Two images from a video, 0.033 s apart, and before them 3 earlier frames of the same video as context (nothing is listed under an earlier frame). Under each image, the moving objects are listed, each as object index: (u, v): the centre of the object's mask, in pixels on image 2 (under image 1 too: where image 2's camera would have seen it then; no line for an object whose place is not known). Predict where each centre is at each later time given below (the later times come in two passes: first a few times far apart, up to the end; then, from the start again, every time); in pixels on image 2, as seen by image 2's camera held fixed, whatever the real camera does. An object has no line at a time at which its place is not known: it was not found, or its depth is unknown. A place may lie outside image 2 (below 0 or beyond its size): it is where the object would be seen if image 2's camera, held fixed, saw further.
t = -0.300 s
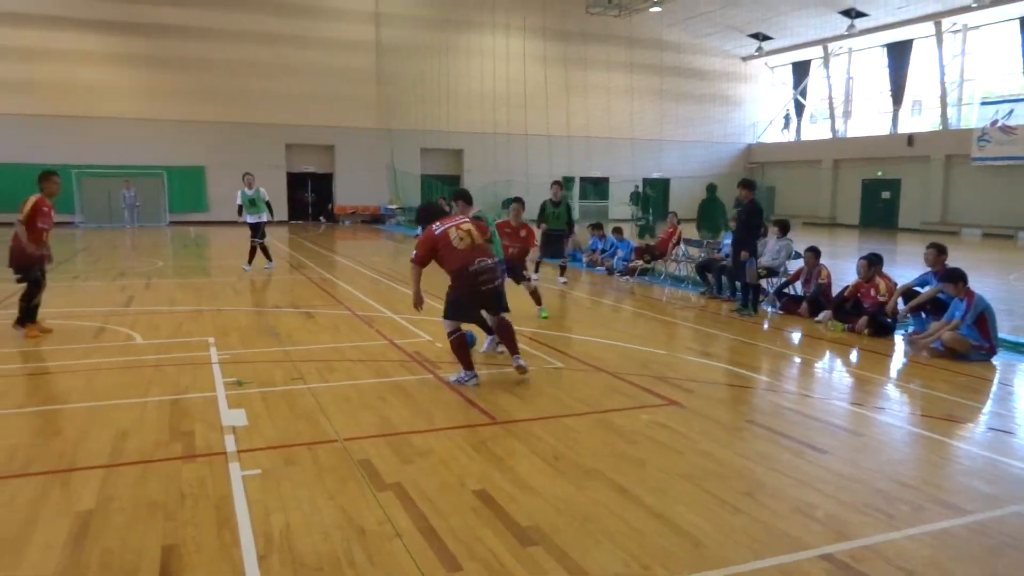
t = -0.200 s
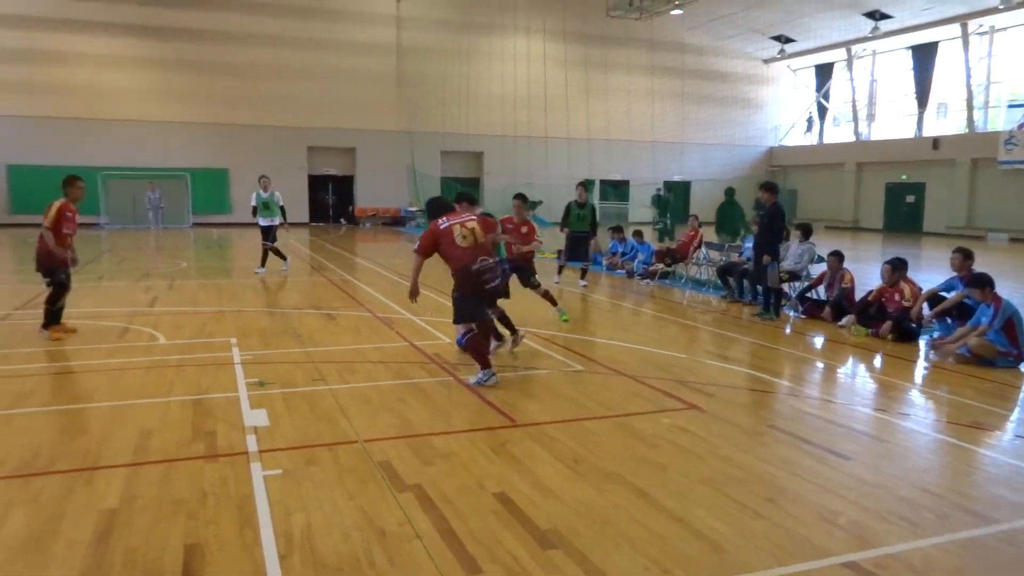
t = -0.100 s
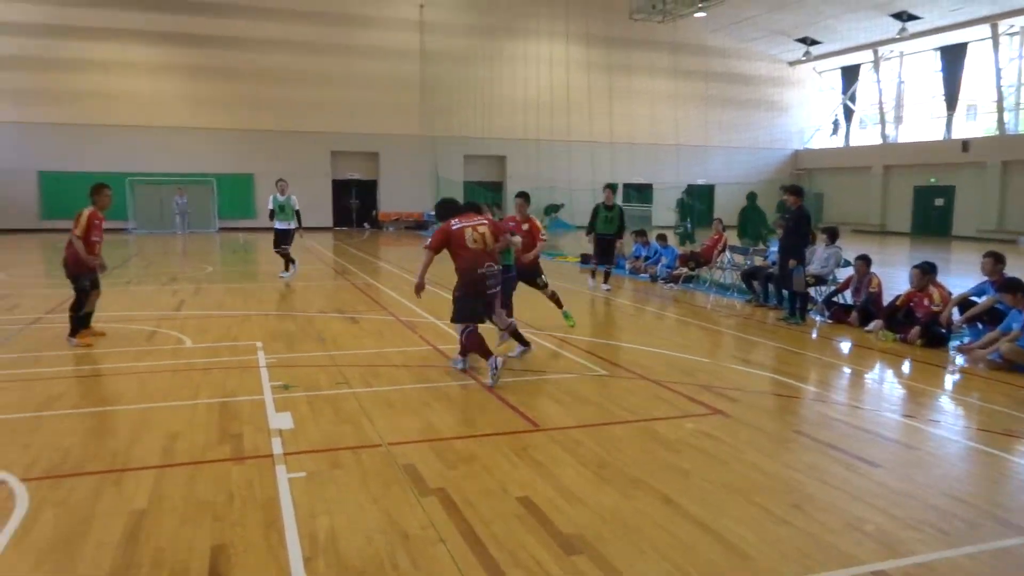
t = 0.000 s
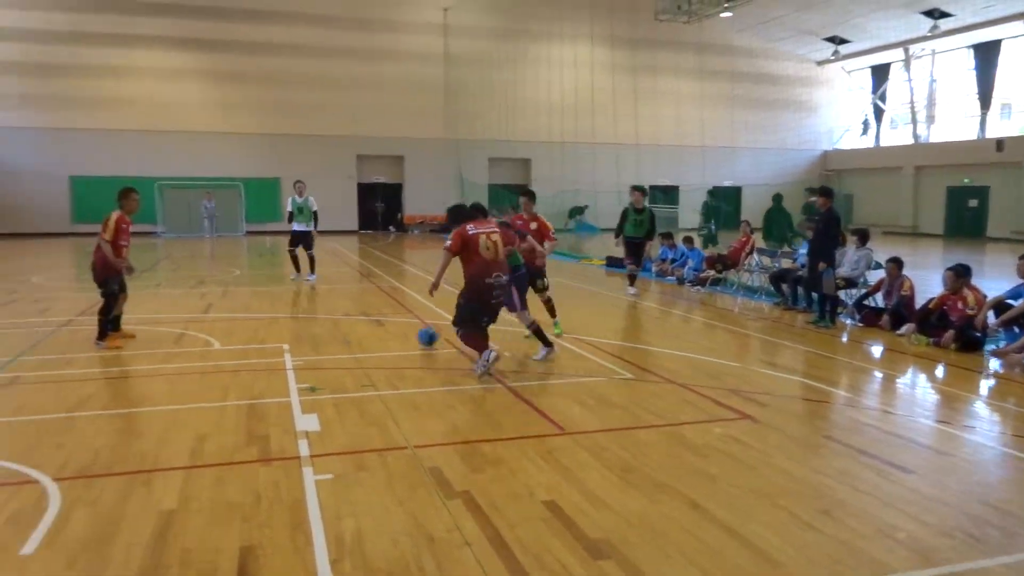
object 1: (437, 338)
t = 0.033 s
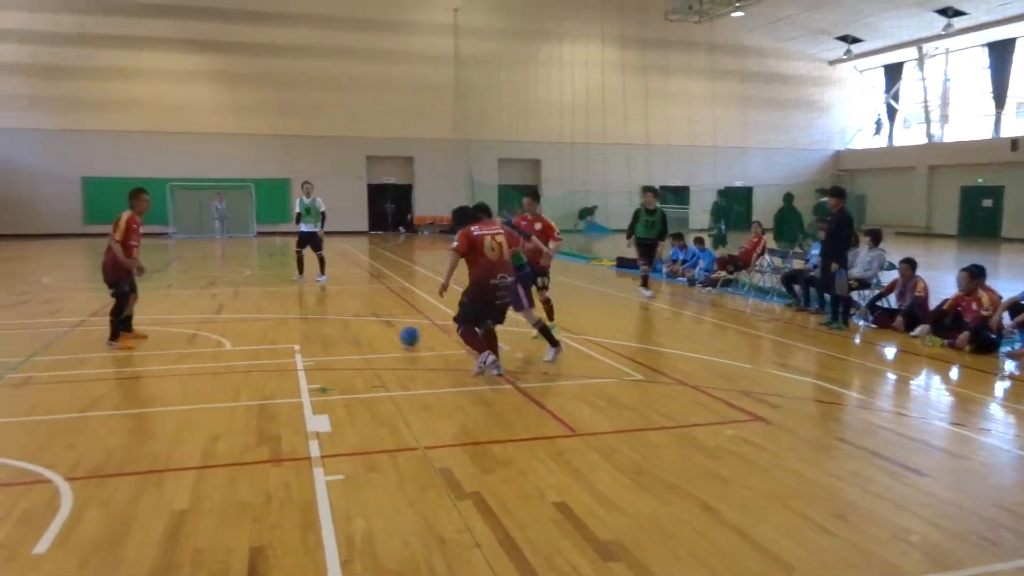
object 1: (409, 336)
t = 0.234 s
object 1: (274, 328)
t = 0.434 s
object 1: (171, 321)
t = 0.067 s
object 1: (383, 336)
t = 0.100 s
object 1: (359, 333)
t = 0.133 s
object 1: (336, 331)
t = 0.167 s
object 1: (315, 330)
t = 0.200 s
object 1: (294, 329)
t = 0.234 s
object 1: (274, 328)
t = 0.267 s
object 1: (255, 327)
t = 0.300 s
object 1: (238, 325)
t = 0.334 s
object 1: (221, 324)
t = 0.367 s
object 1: (203, 323)
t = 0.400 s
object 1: (187, 322)
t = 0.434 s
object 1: (171, 321)
